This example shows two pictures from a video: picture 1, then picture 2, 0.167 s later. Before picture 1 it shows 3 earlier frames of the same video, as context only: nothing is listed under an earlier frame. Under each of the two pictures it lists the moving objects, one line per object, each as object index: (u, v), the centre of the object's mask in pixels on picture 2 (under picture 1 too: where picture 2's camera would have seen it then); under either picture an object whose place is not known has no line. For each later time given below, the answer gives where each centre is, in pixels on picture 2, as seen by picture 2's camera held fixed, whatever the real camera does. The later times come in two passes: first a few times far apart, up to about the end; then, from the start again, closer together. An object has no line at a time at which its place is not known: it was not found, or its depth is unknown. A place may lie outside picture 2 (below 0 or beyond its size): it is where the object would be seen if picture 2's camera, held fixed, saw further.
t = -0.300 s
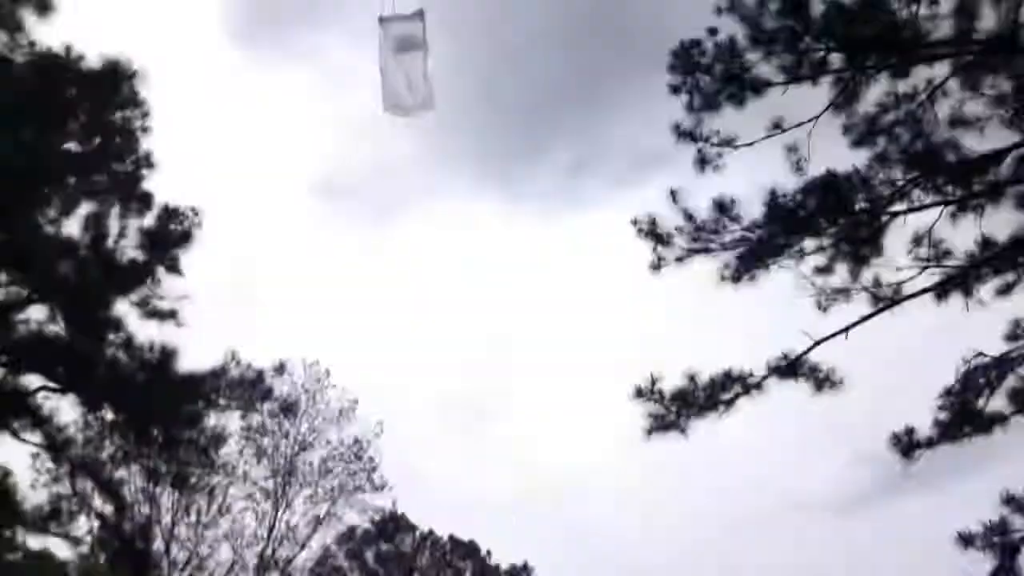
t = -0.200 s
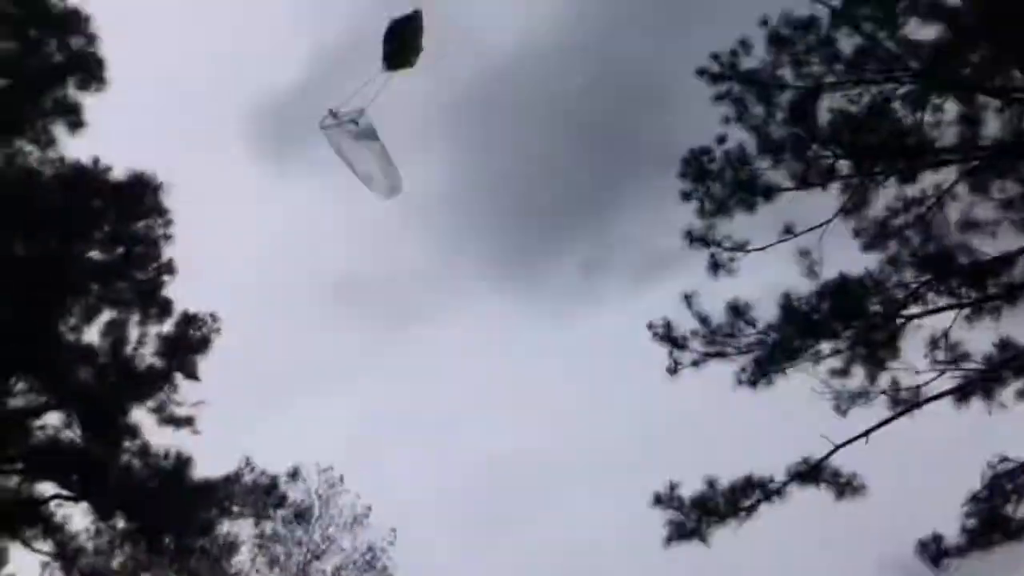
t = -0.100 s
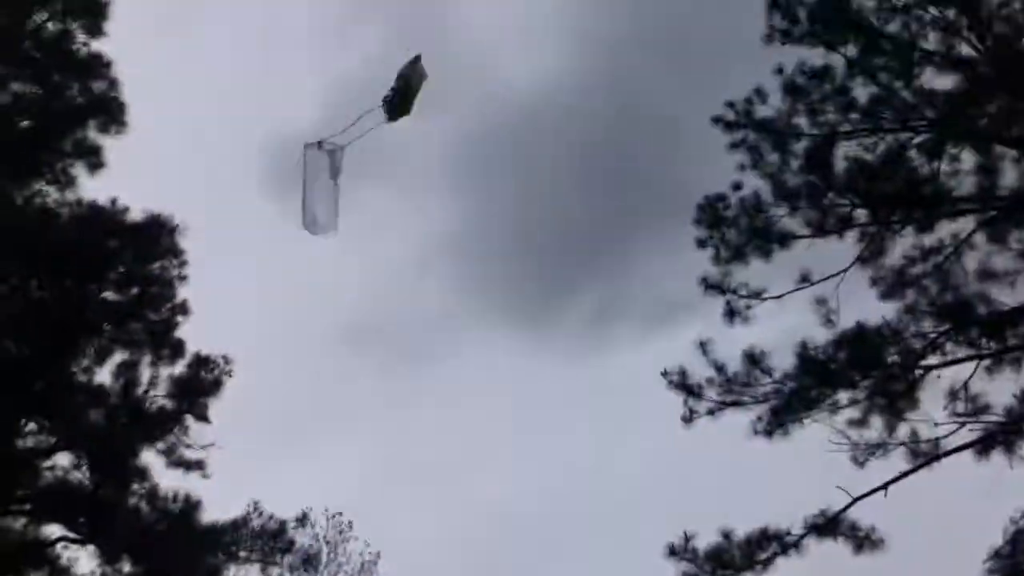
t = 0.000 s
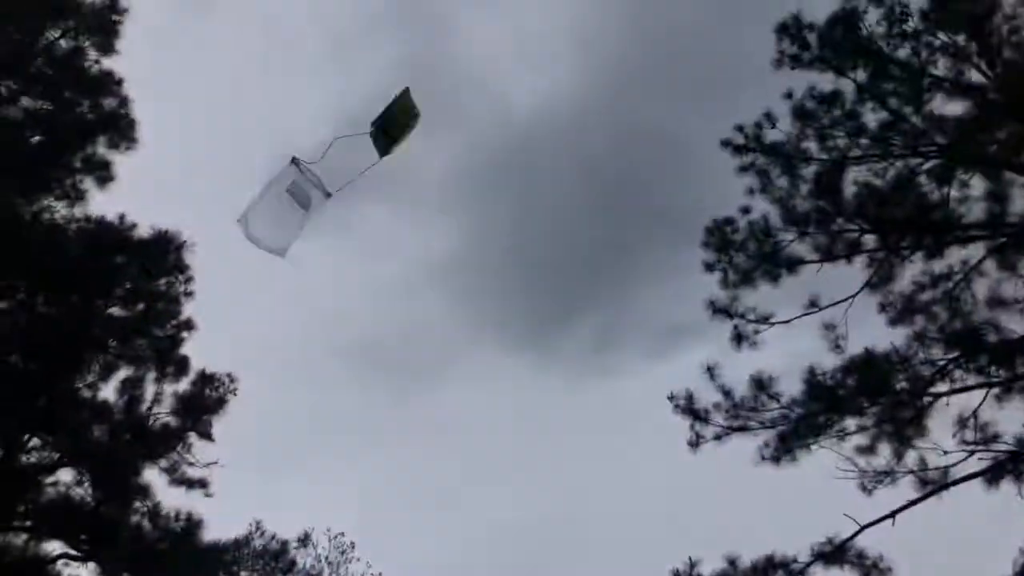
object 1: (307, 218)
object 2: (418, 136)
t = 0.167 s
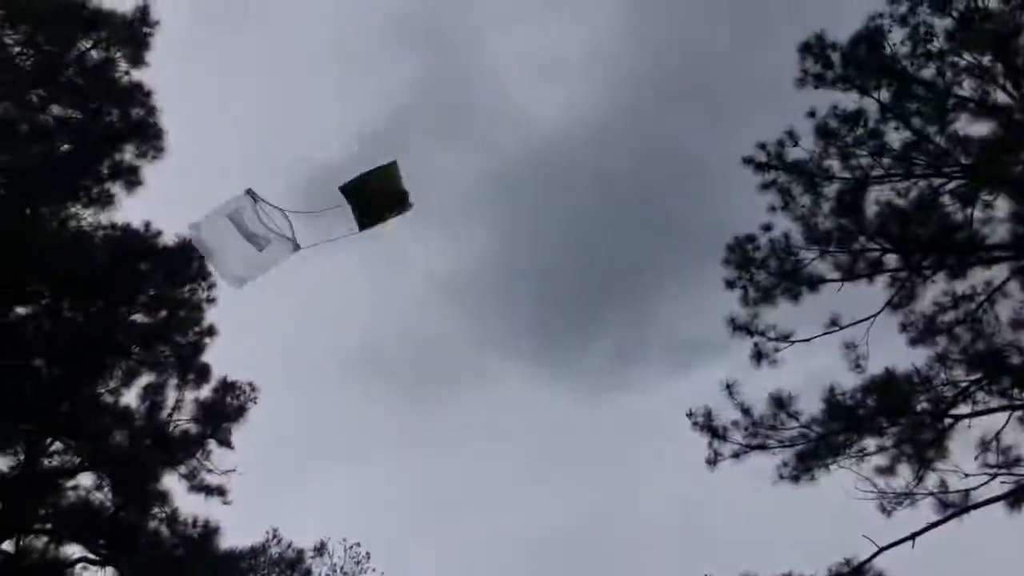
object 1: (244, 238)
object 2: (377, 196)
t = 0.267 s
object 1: (212, 264)
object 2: (342, 260)
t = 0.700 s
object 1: (-1, 907)
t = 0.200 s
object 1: (232, 245)
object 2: (366, 214)
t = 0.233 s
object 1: (220, 254)
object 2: (355, 236)
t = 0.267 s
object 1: (212, 264)
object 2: (342, 260)
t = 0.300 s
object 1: (204, 276)
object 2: (328, 288)
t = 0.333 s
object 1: (198, 291)
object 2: (312, 320)
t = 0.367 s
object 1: (191, 310)
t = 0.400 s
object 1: (184, 332)
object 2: (274, 400)
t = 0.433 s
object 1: (175, 355)
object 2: (251, 450)
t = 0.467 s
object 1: (168, 385)
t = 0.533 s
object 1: (151, 462)
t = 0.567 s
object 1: (139, 518)
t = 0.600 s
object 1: (118, 589)
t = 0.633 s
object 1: (93, 672)
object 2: (0, 998)
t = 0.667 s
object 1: (54, 780)
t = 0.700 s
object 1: (-1, 907)
